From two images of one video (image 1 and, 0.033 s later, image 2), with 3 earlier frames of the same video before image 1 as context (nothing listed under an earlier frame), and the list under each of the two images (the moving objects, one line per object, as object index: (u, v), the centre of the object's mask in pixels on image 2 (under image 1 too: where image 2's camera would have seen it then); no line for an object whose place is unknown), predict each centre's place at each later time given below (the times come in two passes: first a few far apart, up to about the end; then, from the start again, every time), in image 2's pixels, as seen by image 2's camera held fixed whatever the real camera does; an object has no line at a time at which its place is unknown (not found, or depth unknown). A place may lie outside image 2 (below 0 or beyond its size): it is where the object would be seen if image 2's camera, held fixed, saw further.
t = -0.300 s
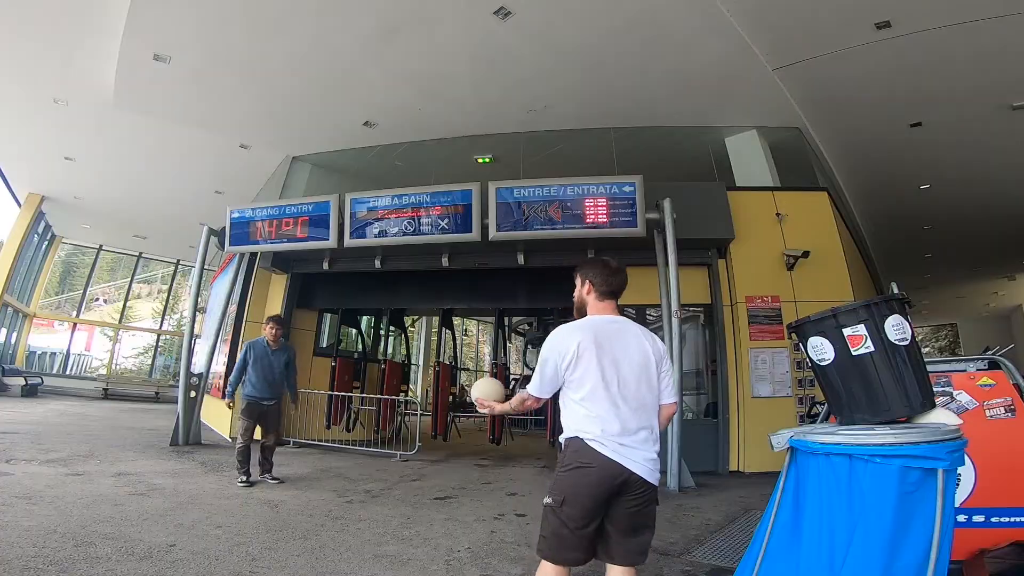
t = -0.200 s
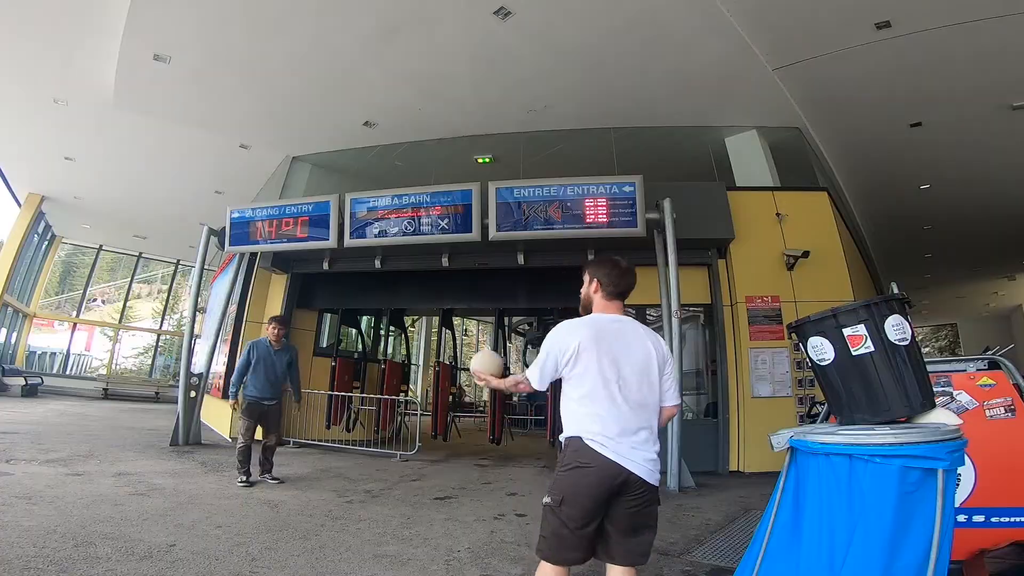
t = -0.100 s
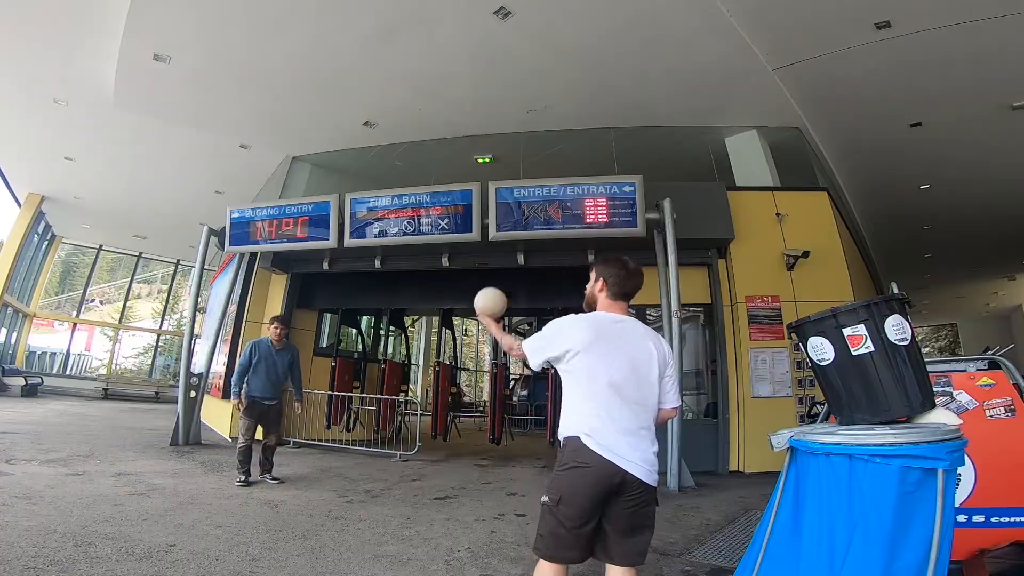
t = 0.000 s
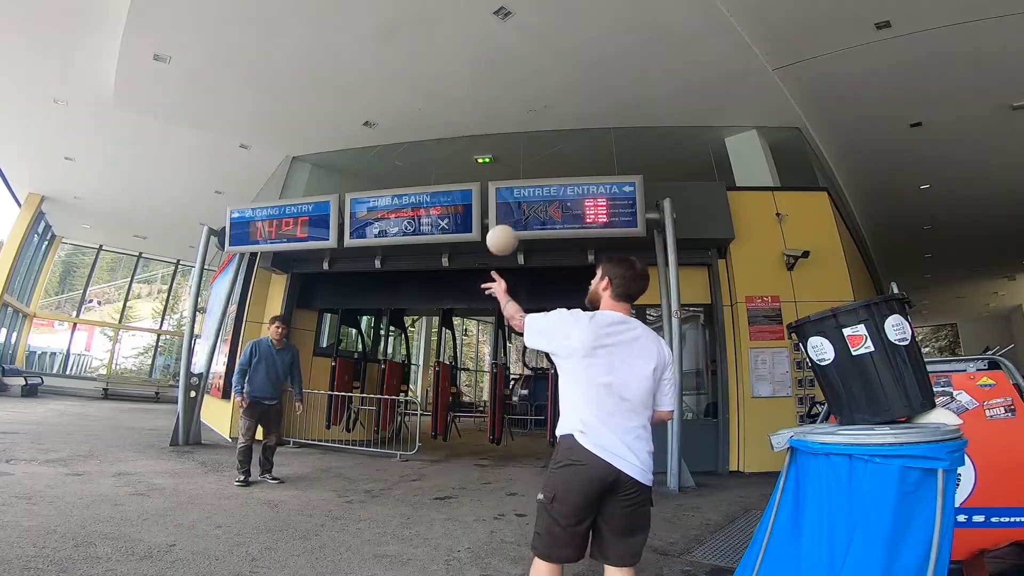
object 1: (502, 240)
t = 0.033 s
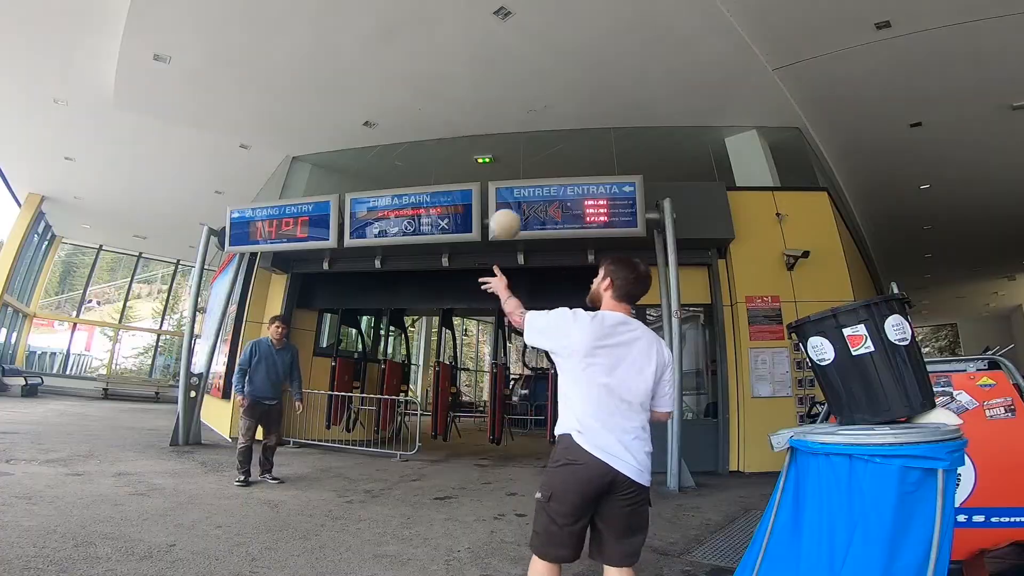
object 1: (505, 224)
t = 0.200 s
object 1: (522, 174)
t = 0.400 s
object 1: (538, 172)
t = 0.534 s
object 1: (551, 206)
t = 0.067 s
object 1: (509, 210)
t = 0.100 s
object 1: (512, 199)
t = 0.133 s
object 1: (515, 189)
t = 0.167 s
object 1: (519, 181)
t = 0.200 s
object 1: (522, 174)
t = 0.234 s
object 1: (524, 170)
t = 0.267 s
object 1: (527, 167)
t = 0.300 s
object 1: (530, 166)
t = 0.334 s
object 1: (533, 166)
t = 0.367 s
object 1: (536, 168)
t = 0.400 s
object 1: (538, 172)
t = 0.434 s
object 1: (541, 177)
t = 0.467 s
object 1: (545, 184)
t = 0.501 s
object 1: (547, 194)
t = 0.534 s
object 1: (551, 206)
